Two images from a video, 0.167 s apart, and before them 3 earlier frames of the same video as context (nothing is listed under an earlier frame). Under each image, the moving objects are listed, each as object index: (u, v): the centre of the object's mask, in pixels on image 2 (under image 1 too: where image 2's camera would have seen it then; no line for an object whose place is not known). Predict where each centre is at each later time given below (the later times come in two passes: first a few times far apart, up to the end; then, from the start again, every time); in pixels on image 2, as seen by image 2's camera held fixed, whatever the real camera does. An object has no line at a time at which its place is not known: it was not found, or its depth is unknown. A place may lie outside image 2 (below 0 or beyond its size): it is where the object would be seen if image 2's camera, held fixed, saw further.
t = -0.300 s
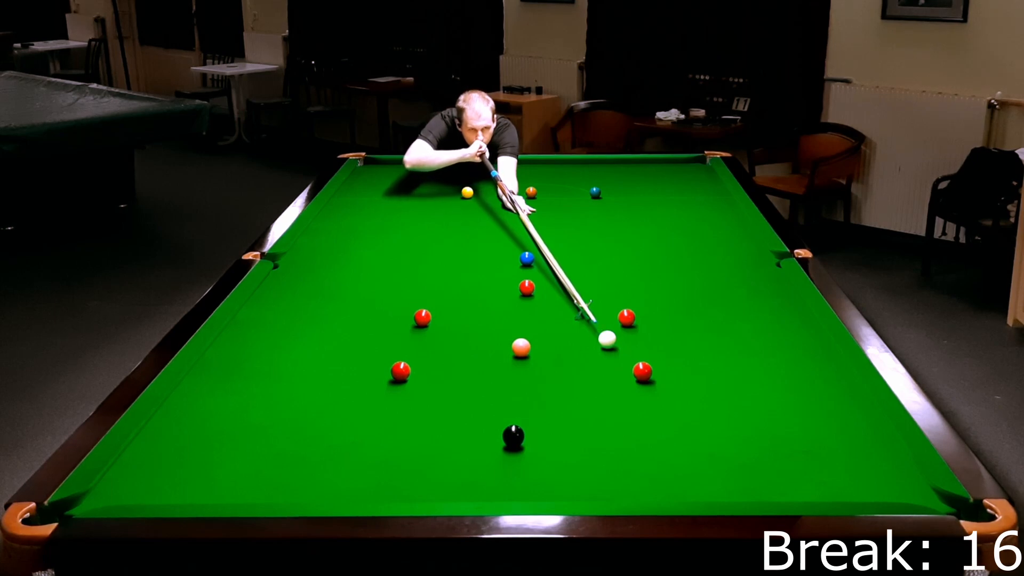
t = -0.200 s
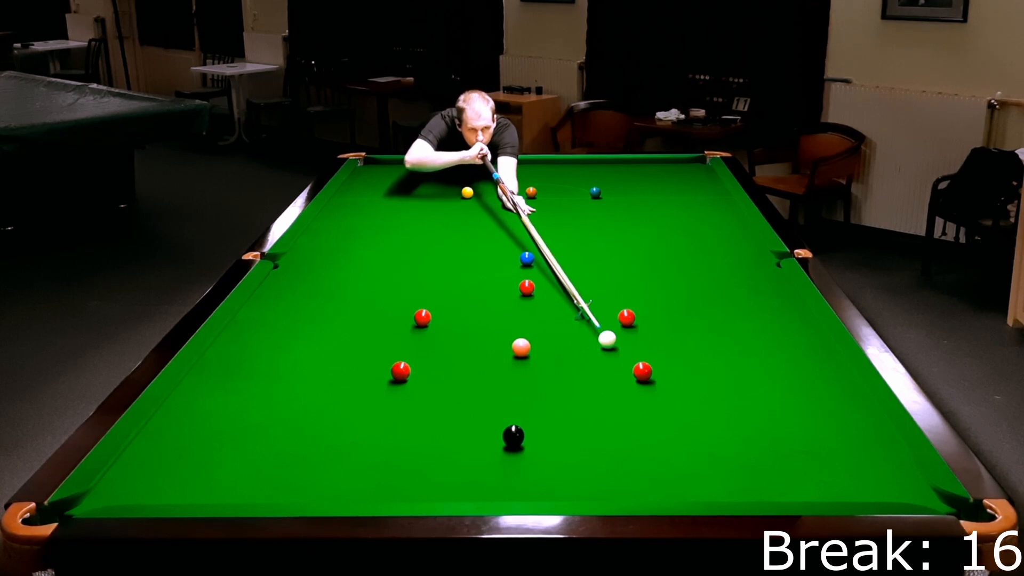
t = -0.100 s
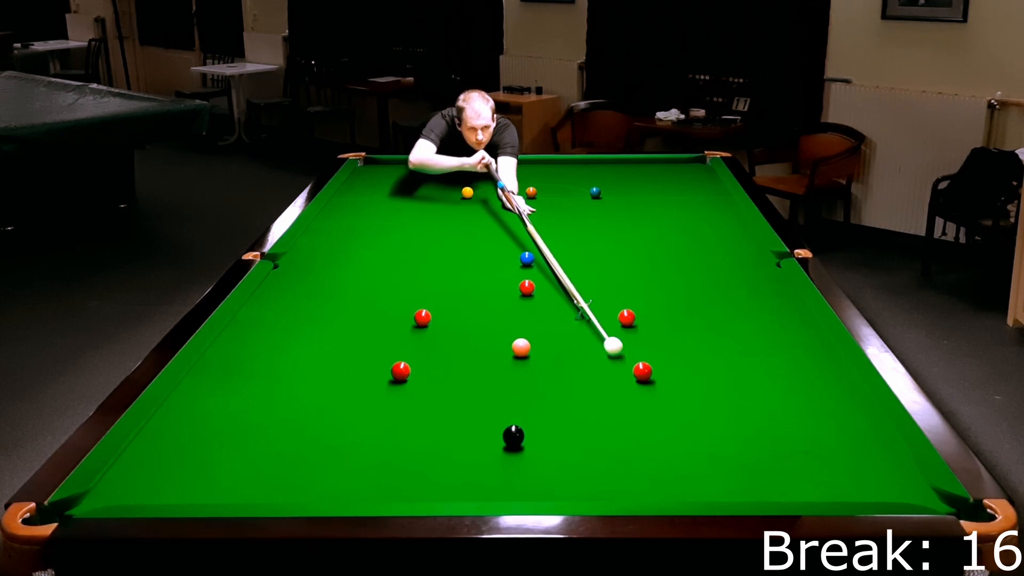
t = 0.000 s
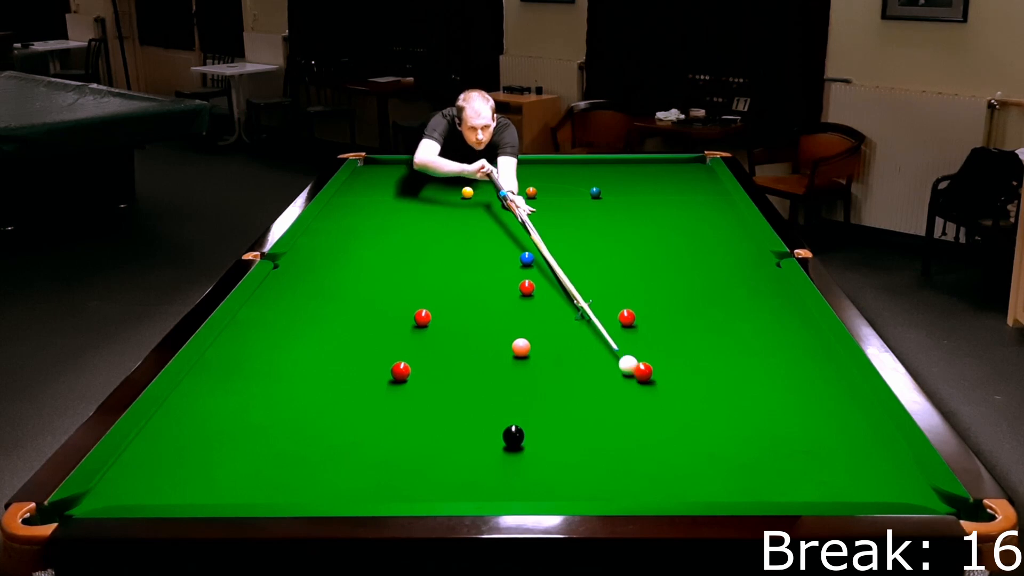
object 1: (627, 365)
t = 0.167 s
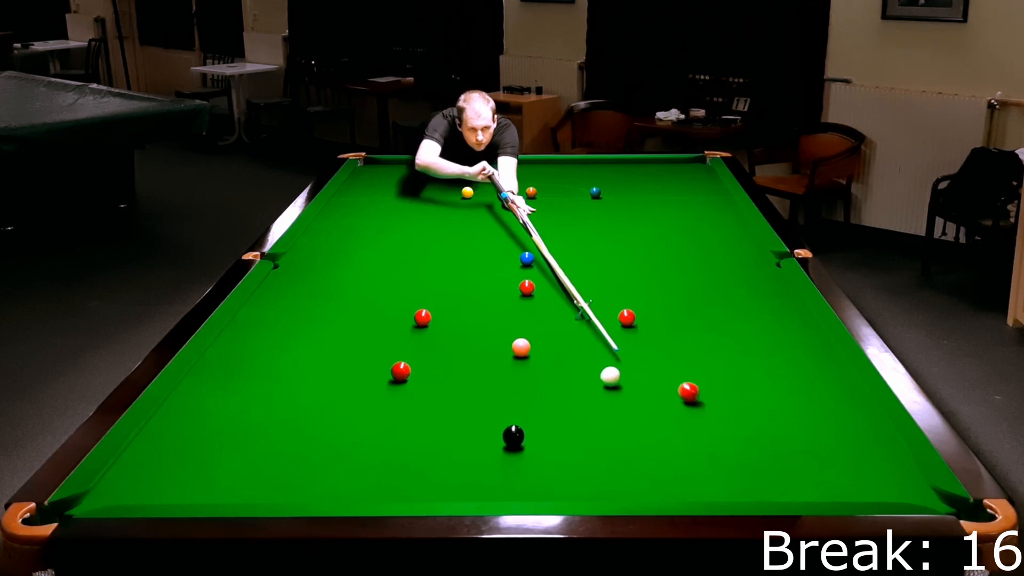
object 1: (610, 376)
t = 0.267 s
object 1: (602, 385)
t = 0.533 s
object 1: (578, 407)
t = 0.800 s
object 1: (554, 431)
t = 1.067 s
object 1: (527, 456)
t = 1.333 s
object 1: (500, 483)
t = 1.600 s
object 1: (475, 491)
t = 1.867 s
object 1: (458, 477)
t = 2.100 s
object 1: (444, 465)
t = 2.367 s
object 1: (431, 453)
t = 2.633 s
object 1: (419, 443)
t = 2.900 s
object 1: (408, 434)
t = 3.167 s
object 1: (398, 427)
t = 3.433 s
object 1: (390, 420)
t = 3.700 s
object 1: (383, 415)
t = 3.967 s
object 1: (377, 410)
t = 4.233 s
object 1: (371, 407)
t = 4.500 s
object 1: (367, 404)
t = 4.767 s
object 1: (363, 403)
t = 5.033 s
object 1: (361, 402)
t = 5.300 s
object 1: (361, 401)
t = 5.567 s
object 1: (361, 401)
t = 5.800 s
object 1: (361, 401)
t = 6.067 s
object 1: (361, 401)
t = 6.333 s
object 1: (361, 401)
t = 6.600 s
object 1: (361, 401)
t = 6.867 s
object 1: (361, 401)
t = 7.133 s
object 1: (361, 401)
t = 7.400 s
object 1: (361, 401)
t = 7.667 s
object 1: (361, 401)
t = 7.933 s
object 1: (361, 401)
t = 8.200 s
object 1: (361, 401)
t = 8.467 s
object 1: (361, 401)
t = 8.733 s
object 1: (361, 401)
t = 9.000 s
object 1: (361, 401)
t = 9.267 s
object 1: (361, 401)
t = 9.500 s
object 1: (361, 401)
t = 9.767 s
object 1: (361, 401)
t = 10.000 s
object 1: (361, 401)
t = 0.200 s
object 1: (607, 379)
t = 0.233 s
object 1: (604, 381)
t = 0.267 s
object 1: (602, 385)
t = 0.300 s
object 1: (599, 387)
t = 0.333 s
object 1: (596, 390)
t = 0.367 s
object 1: (593, 393)
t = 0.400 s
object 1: (590, 395)
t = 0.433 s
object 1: (587, 399)
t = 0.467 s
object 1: (584, 401)
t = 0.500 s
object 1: (581, 404)
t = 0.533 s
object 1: (578, 407)
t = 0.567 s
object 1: (575, 410)
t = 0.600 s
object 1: (572, 413)
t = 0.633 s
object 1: (569, 416)
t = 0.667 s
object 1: (566, 419)
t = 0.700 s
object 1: (563, 422)
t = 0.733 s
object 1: (560, 425)
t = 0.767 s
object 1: (557, 428)
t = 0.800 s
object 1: (554, 431)
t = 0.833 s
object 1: (550, 434)
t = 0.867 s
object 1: (547, 437)
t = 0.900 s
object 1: (544, 440)
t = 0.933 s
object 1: (541, 443)
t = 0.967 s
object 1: (537, 447)
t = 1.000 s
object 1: (534, 450)
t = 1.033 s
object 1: (531, 453)
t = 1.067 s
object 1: (527, 456)
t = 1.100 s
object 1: (524, 460)
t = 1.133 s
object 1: (521, 462)
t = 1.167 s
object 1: (517, 466)
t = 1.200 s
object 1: (514, 470)
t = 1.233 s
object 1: (510, 473)
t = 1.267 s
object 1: (507, 476)
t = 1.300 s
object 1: (503, 479)
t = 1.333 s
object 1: (500, 483)
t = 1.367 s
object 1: (496, 486)
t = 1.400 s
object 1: (493, 489)
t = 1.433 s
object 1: (489, 491)
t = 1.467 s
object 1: (486, 493)
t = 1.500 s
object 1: (482, 495)
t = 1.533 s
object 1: (480, 493)
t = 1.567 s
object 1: (478, 492)
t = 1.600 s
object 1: (475, 491)
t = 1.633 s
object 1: (473, 490)
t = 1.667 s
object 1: (471, 488)
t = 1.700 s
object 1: (469, 486)
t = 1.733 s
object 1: (466, 484)
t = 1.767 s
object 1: (464, 482)
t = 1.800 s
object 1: (462, 480)
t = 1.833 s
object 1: (460, 478)
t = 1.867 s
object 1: (458, 477)
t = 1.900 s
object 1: (456, 475)
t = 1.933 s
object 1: (454, 473)
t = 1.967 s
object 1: (452, 472)
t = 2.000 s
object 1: (450, 470)
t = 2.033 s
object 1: (448, 468)
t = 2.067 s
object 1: (446, 467)
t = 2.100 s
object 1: (444, 465)
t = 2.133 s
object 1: (443, 463)
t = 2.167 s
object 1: (441, 462)
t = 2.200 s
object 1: (439, 461)
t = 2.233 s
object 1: (437, 459)
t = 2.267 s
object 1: (436, 457)
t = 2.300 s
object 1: (434, 456)
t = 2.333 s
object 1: (432, 455)
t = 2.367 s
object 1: (431, 453)
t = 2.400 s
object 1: (429, 452)
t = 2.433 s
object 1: (428, 450)
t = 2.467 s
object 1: (426, 449)
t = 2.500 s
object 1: (424, 448)
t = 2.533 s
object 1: (423, 446)
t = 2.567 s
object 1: (422, 445)
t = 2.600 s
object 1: (420, 444)
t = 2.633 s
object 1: (419, 443)
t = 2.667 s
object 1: (417, 442)
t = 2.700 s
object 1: (416, 440)
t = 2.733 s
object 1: (414, 439)
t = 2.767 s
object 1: (413, 438)
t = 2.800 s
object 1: (412, 437)
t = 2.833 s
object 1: (410, 436)
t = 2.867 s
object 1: (409, 435)
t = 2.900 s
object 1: (408, 434)
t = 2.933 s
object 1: (406, 433)
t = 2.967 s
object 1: (405, 432)
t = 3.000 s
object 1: (404, 431)
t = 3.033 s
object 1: (403, 430)
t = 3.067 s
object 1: (402, 429)
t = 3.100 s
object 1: (400, 428)
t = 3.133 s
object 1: (399, 427)
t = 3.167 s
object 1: (398, 427)
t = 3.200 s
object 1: (397, 426)
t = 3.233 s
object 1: (396, 425)
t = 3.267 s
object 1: (395, 424)
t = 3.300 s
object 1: (394, 423)
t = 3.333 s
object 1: (393, 422)
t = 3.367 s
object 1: (392, 422)
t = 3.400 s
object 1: (391, 421)
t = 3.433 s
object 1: (390, 420)
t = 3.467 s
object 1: (389, 420)
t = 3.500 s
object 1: (388, 419)
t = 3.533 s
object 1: (387, 418)
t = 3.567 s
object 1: (386, 417)
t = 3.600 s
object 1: (385, 417)
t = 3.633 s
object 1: (384, 416)
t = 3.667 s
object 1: (383, 415)
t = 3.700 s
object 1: (383, 415)
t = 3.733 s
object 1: (382, 414)
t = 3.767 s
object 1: (381, 414)
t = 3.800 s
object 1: (380, 413)
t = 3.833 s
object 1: (379, 413)
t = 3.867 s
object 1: (379, 412)
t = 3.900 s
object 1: (378, 411)
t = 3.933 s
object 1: (377, 411)
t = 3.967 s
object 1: (377, 410)
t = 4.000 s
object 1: (376, 410)
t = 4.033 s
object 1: (375, 410)
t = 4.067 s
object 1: (374, 409)
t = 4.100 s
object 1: (374, 408)
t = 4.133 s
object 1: (373, 408)
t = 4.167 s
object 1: (373, 408)
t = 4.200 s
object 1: (372, 407)
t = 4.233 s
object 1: (371, 407)
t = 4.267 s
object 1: (371, 407)
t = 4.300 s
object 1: (370, 406)
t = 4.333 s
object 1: (370, 406)
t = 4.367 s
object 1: (369, 405)
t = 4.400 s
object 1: (368, 405)
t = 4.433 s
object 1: (368, 405)
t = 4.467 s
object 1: (367, 405)
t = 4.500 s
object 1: (367, 404)
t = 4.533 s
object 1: (366, 404)
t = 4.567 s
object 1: (366, 404)
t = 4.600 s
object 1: (365, 404)
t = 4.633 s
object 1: (365, 403)
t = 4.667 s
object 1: (365, 403)
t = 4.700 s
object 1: (364, 403)
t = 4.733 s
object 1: (364, 403)
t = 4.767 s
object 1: (363, 403)
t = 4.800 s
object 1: (363, 403)
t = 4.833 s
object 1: (363, 402)
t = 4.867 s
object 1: (362, 402)
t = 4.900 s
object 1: (362, 402)
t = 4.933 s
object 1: (362, 402)
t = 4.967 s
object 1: (361, 402)
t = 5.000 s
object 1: (361, 402)
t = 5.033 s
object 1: (361, 402)
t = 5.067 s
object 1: (361, 401)
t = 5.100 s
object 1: (361, 401)
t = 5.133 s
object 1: (361, 401)
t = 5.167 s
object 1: (361, 401)
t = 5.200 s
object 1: (361, 401)
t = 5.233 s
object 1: (361, 401)
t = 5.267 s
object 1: (361, 401)
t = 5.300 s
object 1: (361, 401)
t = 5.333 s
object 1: (361, 401)
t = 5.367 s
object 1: (361, 401)
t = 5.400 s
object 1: (361, 401)
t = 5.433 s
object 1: (361, 401)
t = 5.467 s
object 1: (361, 401)
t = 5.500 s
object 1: (361, 401)
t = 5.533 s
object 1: (361, 401)
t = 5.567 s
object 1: (361, 401)
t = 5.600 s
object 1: (361, 401)
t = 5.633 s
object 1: (361, 401)
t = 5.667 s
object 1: (361, 401)
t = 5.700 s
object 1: (361, 401)
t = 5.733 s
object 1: (361, 401)
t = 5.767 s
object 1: (361, 401)
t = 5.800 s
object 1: (361, 401)
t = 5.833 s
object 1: (361, 401)
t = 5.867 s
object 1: (361, 401)
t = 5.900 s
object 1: (361, 401)
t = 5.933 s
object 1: (361, 401)
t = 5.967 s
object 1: (361, 401)
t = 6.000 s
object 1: (361, 401)
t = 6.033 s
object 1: (361, 401)
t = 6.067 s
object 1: (361, 401)
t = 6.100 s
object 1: (361, 401)
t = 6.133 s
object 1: (361, 401)
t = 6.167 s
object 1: (361, 401)
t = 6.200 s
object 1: (361, 401)
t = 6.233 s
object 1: (361, 401)
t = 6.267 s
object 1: (361, 401)
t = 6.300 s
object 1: (361, 401)
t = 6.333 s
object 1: (361, 401)
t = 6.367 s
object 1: (361, 401)
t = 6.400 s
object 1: (361, 401)
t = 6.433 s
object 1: (361, 401)
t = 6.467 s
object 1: (361, 401)
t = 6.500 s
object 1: (361, 401)
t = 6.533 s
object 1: (361, 401)
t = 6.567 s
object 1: (361, 401)
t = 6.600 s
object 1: (361, 401)
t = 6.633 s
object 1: (361, 401)
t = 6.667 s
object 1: (361, 401)
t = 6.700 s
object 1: (361, 401)
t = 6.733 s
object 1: (361, 401)
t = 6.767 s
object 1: (361, 401)
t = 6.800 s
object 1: (361, 401)
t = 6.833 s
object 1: (361, 401)
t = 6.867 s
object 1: (361, 401)
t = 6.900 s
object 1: (361, 401)
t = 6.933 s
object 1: (361, 401)
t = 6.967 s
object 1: (361, 401)
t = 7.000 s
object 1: (361, 401)
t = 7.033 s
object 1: (361, 401)
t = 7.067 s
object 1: (361, 401)
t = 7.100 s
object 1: (361, 401)
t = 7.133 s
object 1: (361, 401)
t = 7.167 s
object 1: (361, 401)
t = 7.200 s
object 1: (361, 401)
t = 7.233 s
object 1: (361, 401)
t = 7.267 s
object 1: (361, 401)
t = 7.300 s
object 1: (361, 401)
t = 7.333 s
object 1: (361, 401)
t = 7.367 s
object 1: (361, 401)
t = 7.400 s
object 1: (361, 401)
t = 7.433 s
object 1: (361, 401)
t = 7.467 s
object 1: (361, 401)
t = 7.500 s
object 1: (361, 401)
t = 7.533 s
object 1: (361, 401)
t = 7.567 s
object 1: (361, 401)
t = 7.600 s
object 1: (361, 401)
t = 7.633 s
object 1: (361, 401)
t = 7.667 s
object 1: (361, 401)
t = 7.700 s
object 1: (361, 401)
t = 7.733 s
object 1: (361, 401)
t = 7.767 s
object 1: (361, 401)
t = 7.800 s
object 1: (361, 401)
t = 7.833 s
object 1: (361, 401)
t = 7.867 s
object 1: (361, 401)
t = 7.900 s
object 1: (361, 401)
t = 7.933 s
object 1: (361, 401)
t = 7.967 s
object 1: (361, 401)
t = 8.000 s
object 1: (361, 401)
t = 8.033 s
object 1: (361, 401)
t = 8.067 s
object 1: (361, 401)
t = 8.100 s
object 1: (361, 401)
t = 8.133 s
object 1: (361, 401)
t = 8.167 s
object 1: (361, 401)
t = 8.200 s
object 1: (361, 401)
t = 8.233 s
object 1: (361, 401)
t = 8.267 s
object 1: (361, 401)
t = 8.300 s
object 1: (361, 401)
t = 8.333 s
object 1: (361, 401)
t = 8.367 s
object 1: (361, 401)
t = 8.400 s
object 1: (361, 401)
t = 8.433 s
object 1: (361, 401)
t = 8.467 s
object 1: (361, 401)
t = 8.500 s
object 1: (361, 401)
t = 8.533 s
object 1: (361, 401)
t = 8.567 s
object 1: (361, 401)
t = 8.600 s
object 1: (361, 401)
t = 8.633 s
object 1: (361, 401)
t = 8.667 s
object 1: (361, 401)
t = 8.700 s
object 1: (361, 401)
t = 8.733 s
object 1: (361, 401)
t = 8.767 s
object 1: (361, 401)
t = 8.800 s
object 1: (361, 401)
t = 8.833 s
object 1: (361, 401)
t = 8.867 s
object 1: (361, 401)
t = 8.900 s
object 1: (361, 401)
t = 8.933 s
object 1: (361, 401)
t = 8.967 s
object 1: (361, 401)
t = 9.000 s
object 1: (361, 401)
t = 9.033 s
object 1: (361, 401)
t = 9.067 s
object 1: (361, 401)
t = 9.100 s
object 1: (361, 401)
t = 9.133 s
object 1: (361, 401)
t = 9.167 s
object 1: (361, 401)
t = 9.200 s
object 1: (361, 401)
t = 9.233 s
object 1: (361, 401)
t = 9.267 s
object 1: (361, 401)
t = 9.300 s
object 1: (361, 401)
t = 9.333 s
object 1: (361, 401)
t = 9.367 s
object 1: (361, 401)
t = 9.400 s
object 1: (361, 401)
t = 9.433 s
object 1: (361, 401)
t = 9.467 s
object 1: (361, 401)
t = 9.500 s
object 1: (361, 401)
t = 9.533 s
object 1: (361, 401)
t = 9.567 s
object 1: (361, 401)
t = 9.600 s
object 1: (361, 401)
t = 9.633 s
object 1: (361, 401)
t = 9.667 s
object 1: (361, 401)
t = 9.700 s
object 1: (361, 401)
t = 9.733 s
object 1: (361, 401)
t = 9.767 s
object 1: (361, 401)
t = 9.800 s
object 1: (361, 401)
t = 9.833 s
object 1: (361, 401)
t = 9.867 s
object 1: (361, 401)
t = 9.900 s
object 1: (361, 401)
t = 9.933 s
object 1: (361, 401)
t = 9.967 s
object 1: (361, 401)
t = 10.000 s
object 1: (361, 401)
